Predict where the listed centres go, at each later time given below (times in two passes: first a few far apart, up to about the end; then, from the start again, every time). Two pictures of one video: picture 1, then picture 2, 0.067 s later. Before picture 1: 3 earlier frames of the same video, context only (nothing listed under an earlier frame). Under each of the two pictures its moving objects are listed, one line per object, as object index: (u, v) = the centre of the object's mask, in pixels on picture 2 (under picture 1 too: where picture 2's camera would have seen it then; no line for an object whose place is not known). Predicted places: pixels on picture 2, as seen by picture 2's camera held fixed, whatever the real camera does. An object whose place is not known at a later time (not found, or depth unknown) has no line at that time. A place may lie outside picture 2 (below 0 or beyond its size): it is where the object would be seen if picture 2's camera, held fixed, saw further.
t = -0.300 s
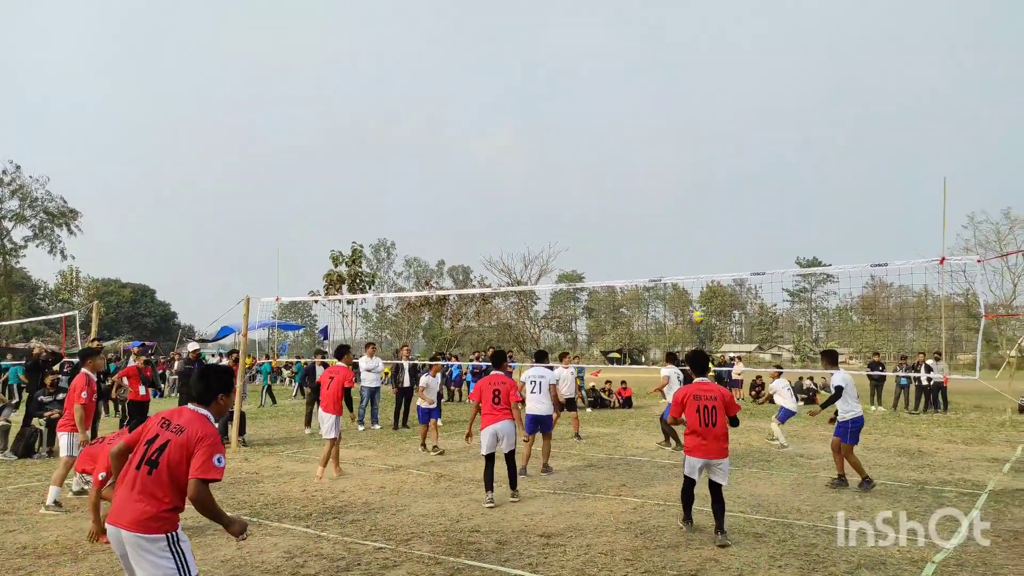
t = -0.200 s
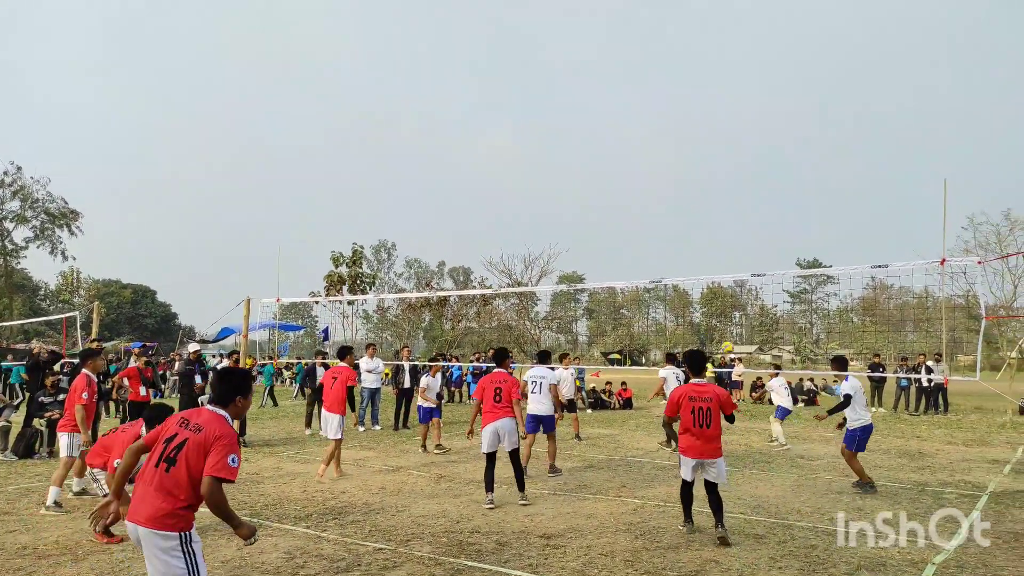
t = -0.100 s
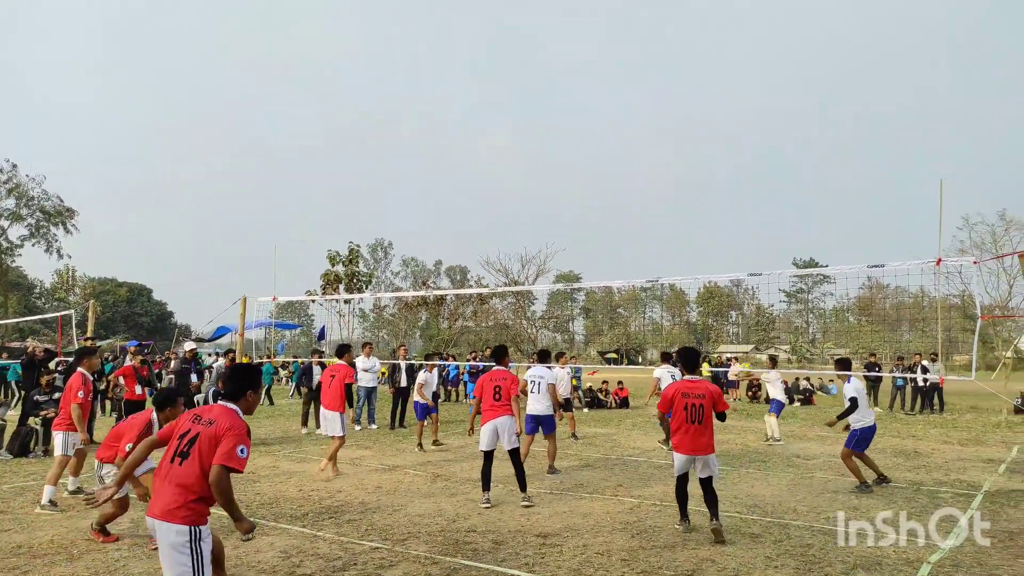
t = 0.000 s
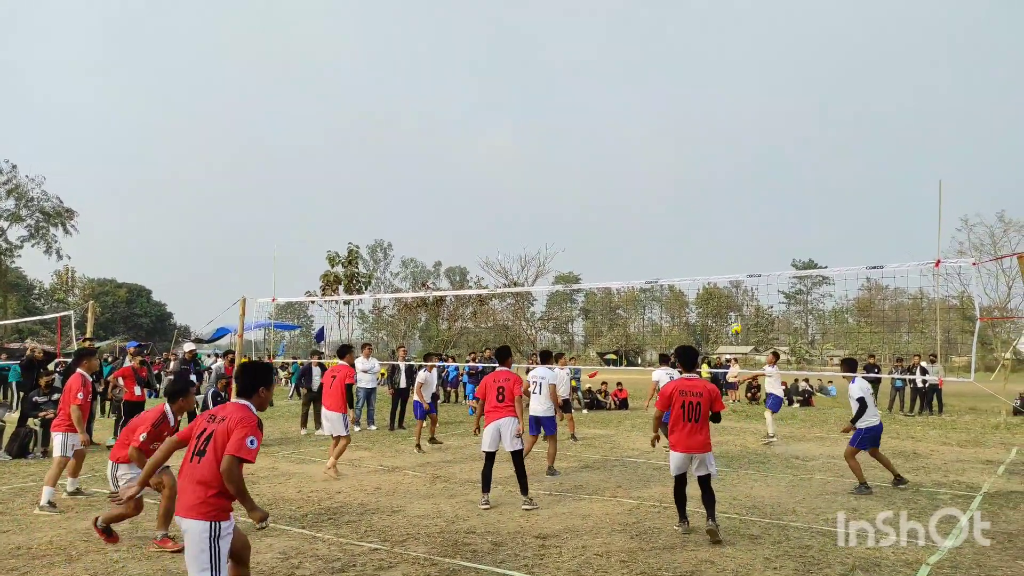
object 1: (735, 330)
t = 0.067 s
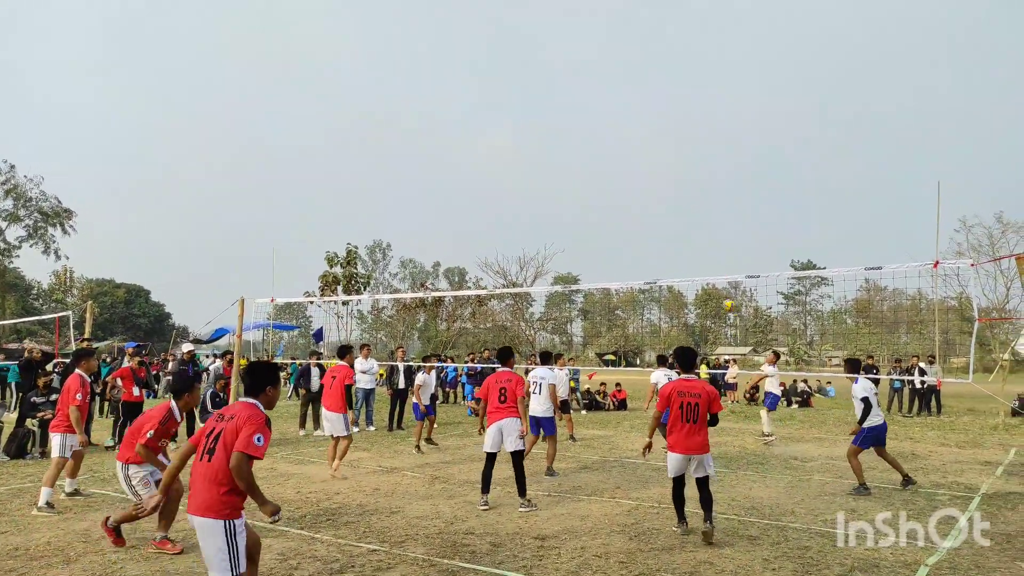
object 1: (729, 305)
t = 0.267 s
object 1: (712, 245)
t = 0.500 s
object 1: (693, 201)
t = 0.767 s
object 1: (671, 187)
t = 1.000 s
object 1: (652, 209)
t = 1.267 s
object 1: (627, 277)
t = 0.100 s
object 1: (725, 293)
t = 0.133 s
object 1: (723, 284)
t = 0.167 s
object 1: (720, 272)
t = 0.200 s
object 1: (718, 263)
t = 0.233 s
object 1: (715, 254)
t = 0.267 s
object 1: (712, 245)
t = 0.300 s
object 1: (710, 237)
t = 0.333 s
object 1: (707, 230)
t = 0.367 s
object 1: (705, 223)
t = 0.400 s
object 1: (701, 217)
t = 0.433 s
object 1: (699, 211)
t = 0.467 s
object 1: (696, 206)
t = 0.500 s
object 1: (693, 201)
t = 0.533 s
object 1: (690, 197)
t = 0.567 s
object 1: (688, 194)
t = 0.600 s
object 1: (685, 191)
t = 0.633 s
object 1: (683, 189)
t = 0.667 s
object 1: (680, 188)
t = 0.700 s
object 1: (677, 187)
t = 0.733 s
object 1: (675, 187)
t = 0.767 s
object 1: (671, 187)
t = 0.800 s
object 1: (669, 188)
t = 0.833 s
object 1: (666, 190)
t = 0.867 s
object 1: (663, 193)
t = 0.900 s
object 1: (660, 196)
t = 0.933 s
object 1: (657, 200)
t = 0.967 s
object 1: (655, 204)
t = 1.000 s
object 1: (652, 209)
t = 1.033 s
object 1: (649, 215)
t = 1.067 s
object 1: (646, 222)
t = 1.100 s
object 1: (643, 229)
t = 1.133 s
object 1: (640, 238)
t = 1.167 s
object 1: (637, 247)
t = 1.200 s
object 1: (634, 257)
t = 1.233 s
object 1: (631, 268)
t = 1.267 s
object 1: (627, 277)
